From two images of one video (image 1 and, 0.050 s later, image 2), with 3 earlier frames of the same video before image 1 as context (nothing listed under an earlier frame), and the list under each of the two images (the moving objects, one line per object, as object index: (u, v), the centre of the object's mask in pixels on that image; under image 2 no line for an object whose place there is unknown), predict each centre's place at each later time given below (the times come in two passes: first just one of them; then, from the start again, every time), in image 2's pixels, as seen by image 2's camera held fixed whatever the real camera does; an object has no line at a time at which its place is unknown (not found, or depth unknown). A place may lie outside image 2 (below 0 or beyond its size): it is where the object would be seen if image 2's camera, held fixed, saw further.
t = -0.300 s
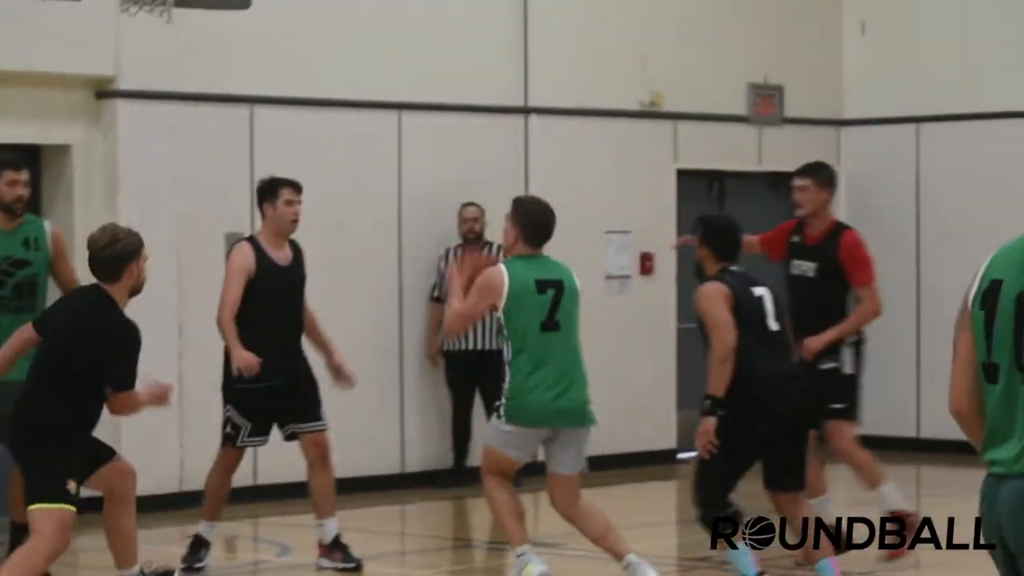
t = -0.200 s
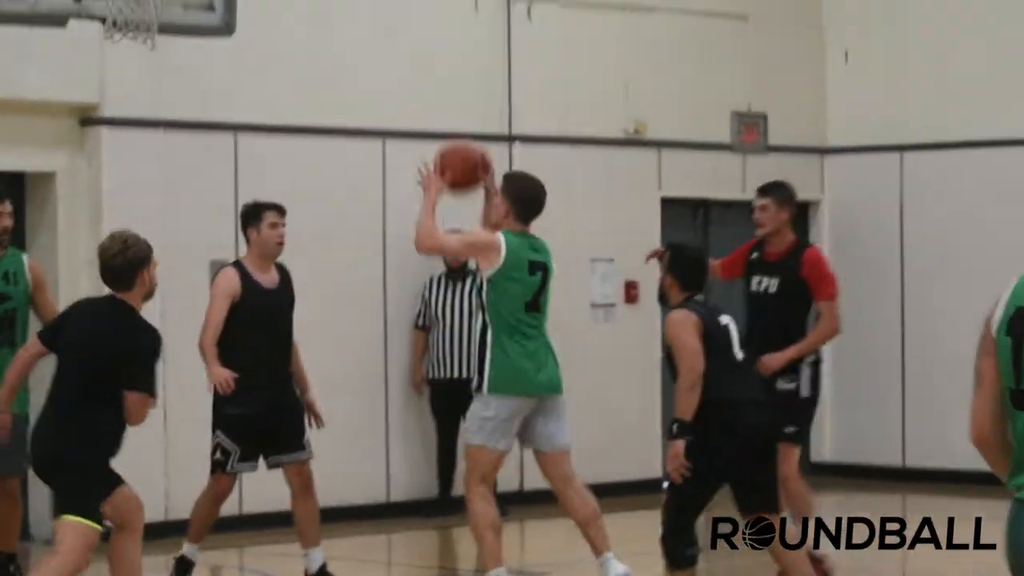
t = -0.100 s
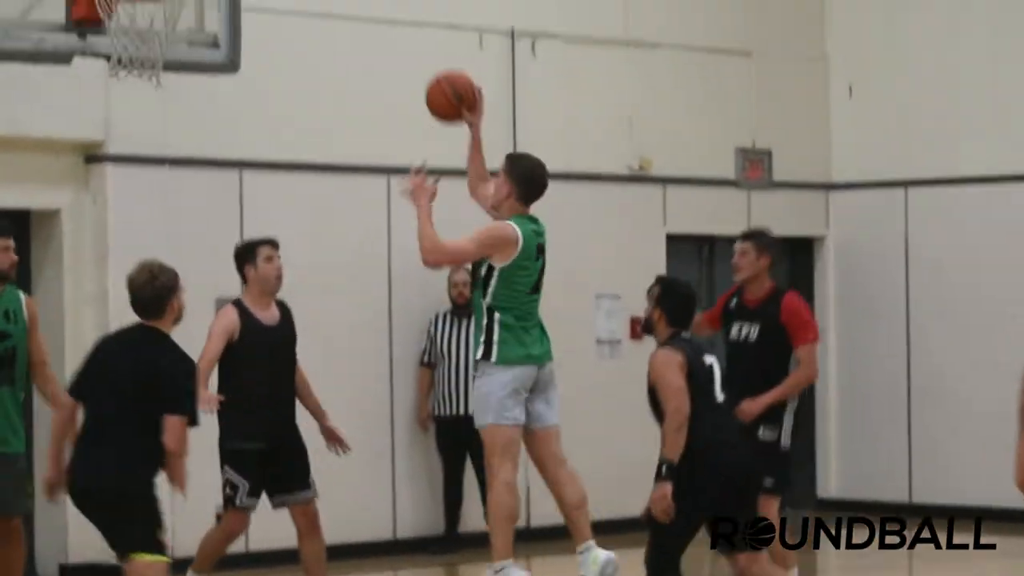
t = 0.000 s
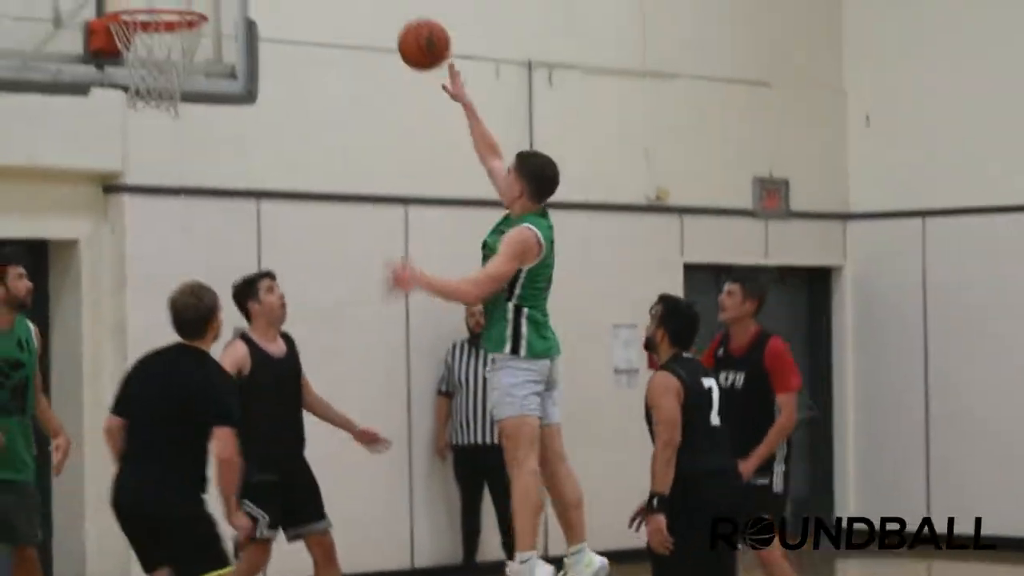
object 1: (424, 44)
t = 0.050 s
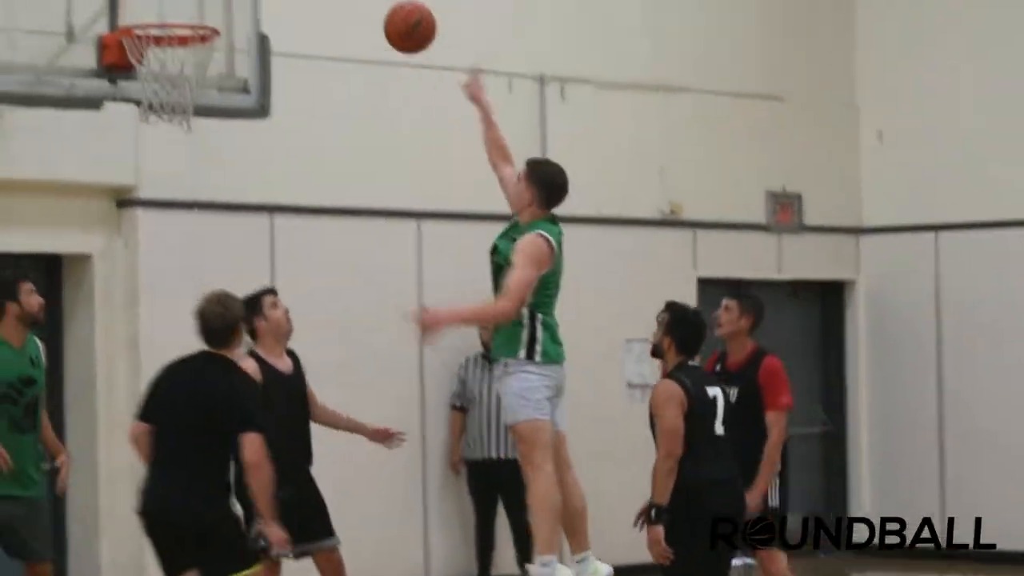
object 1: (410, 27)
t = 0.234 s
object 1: (315, -38)
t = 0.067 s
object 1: (401, 18)
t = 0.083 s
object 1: (393, 11)
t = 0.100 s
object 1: (384, 4)
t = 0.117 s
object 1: (376, -2)
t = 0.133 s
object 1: (367, -8)
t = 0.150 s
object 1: (359, -14)
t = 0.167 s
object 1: (350, -20)
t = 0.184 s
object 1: (342, -25)
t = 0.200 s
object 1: (333, -31)
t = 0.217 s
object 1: (324, -35)
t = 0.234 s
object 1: (315, -38)
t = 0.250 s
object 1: (307, -41)
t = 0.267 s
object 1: (299, -43)
